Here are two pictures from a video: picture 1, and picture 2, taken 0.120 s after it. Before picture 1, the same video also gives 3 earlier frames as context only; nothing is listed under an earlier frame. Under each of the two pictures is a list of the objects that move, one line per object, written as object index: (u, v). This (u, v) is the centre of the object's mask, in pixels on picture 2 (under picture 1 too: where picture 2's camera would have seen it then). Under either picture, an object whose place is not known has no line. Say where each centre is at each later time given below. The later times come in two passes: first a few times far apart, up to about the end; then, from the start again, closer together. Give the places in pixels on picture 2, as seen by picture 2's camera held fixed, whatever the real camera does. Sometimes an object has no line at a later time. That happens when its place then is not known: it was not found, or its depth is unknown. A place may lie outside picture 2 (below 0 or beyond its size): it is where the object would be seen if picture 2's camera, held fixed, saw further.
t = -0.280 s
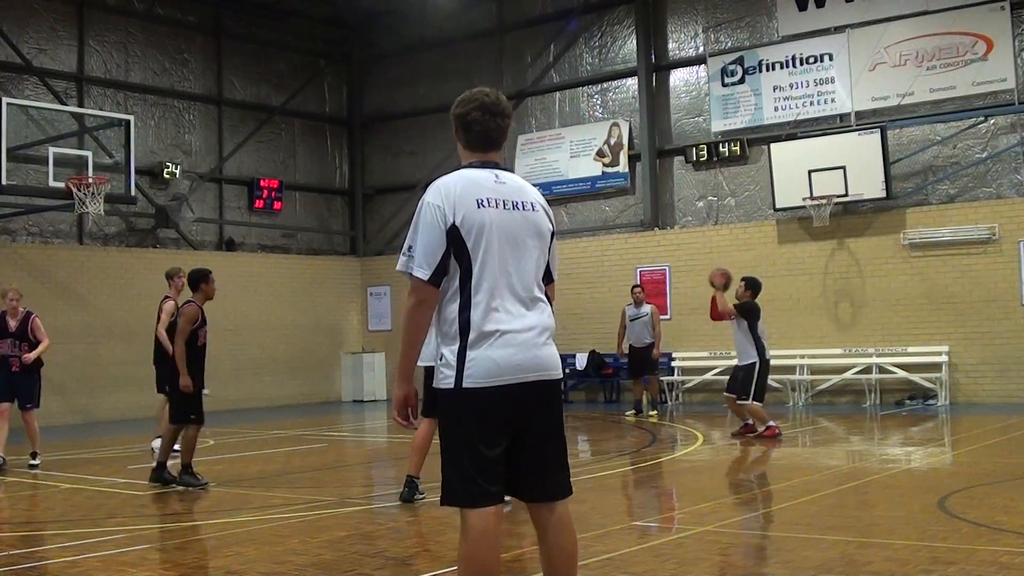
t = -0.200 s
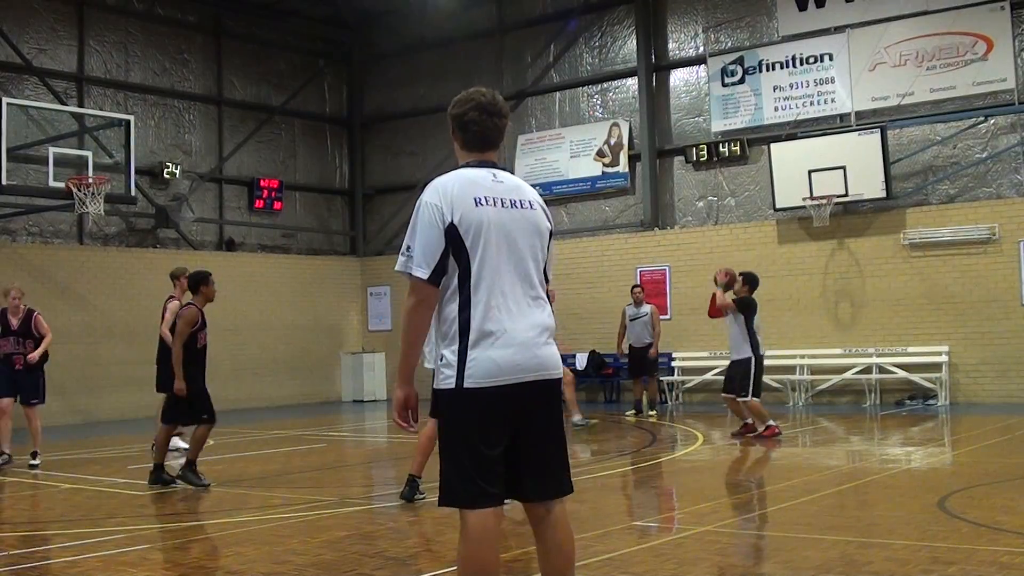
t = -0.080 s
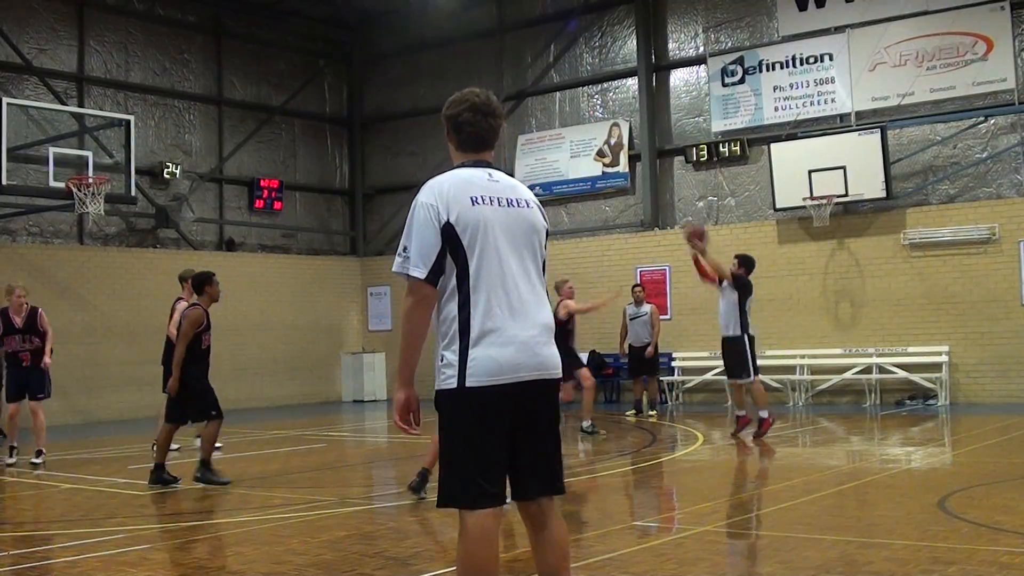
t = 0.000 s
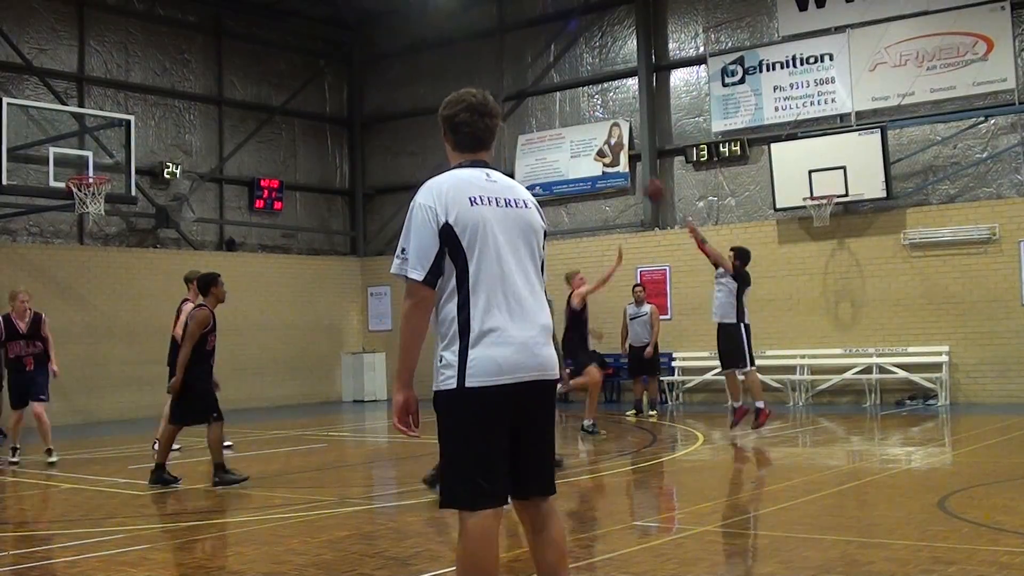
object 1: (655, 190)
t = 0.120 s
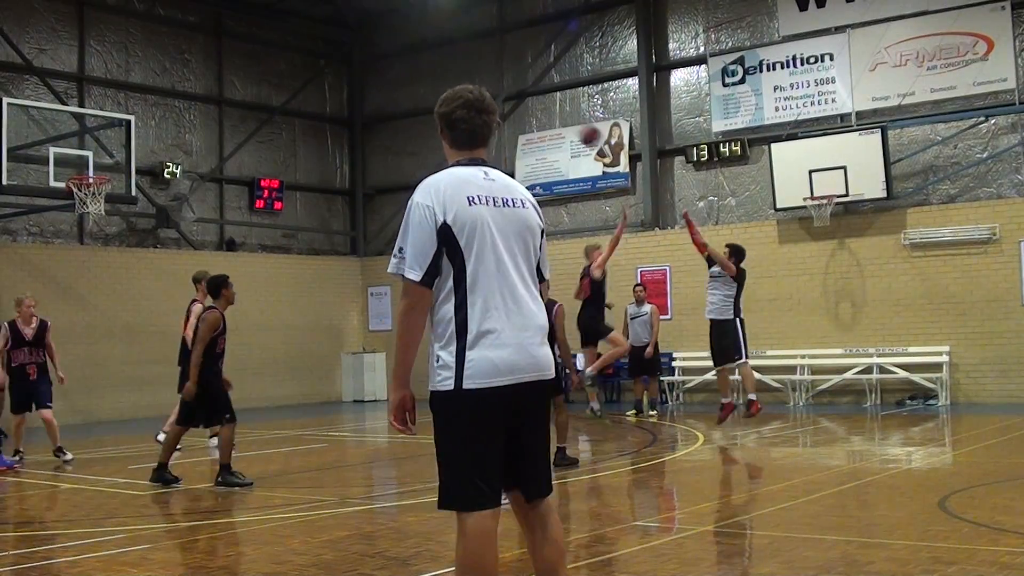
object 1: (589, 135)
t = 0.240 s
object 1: (527, 93)
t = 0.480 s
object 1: (410, 49)
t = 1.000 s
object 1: (185, 126)
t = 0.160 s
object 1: (569, 119)
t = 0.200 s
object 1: (548, 108)
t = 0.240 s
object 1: (527, 93)
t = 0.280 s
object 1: (508, 81)
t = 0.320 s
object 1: (488, 73)
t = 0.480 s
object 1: (410, 49)
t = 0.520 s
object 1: (393, 46)
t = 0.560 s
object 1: (374, 46)
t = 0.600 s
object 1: (357, 48)
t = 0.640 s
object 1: (338, 48)
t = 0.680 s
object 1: (321, 52)
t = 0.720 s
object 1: (304, 56)
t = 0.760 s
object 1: (287, 60)
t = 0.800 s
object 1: (270, 68)
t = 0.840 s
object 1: (252, 77)
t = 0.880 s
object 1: (235, 88)
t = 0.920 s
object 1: (218, 97)
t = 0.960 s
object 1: (203, 110)
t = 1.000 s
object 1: (185, 126)
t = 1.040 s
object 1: (171, 141)
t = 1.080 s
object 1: (154, 159)
